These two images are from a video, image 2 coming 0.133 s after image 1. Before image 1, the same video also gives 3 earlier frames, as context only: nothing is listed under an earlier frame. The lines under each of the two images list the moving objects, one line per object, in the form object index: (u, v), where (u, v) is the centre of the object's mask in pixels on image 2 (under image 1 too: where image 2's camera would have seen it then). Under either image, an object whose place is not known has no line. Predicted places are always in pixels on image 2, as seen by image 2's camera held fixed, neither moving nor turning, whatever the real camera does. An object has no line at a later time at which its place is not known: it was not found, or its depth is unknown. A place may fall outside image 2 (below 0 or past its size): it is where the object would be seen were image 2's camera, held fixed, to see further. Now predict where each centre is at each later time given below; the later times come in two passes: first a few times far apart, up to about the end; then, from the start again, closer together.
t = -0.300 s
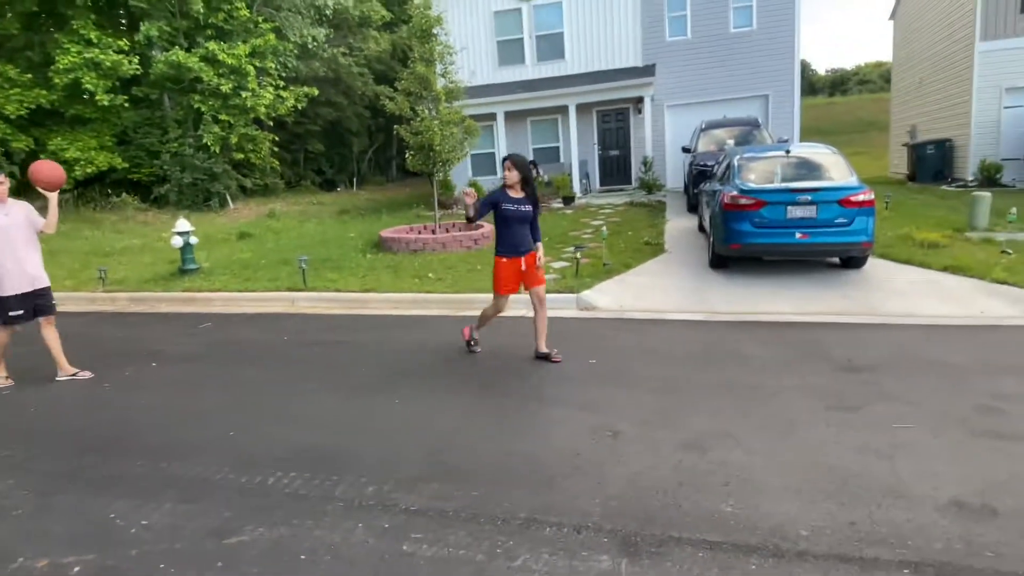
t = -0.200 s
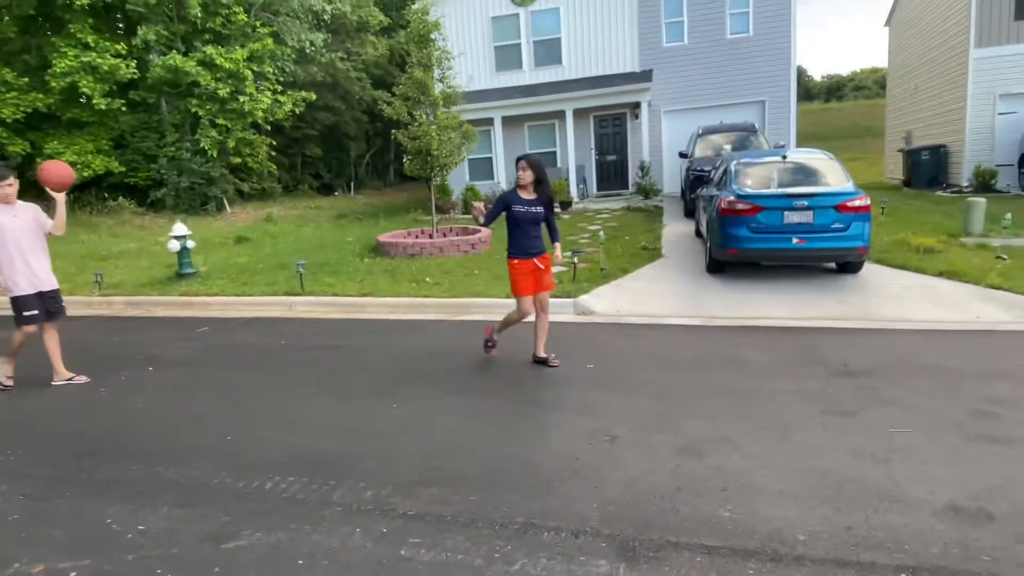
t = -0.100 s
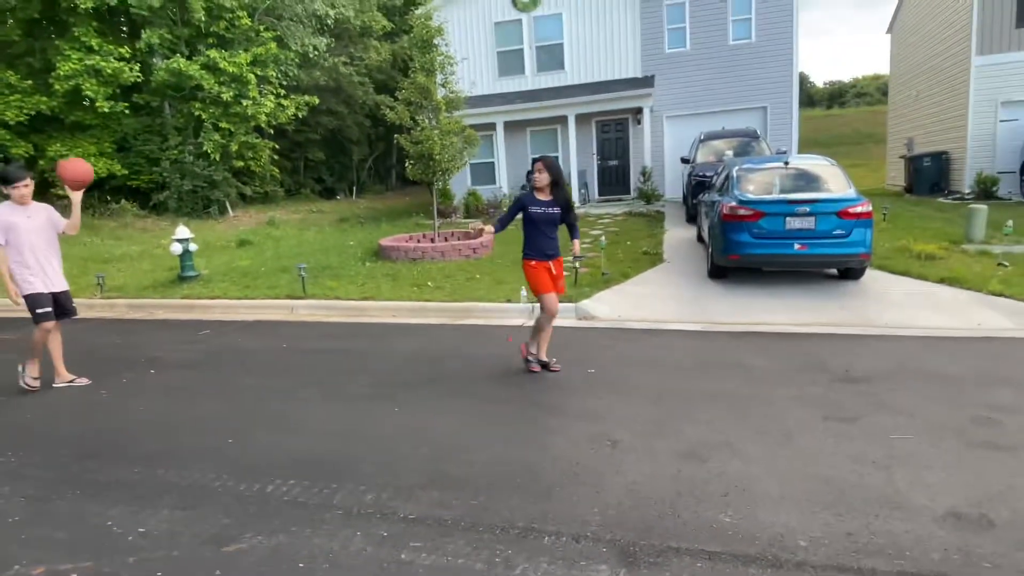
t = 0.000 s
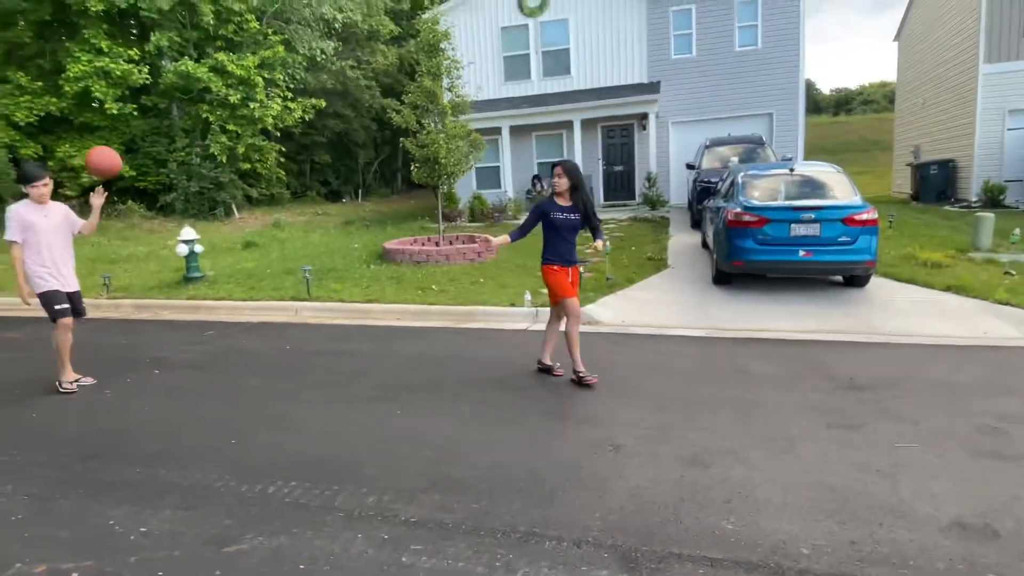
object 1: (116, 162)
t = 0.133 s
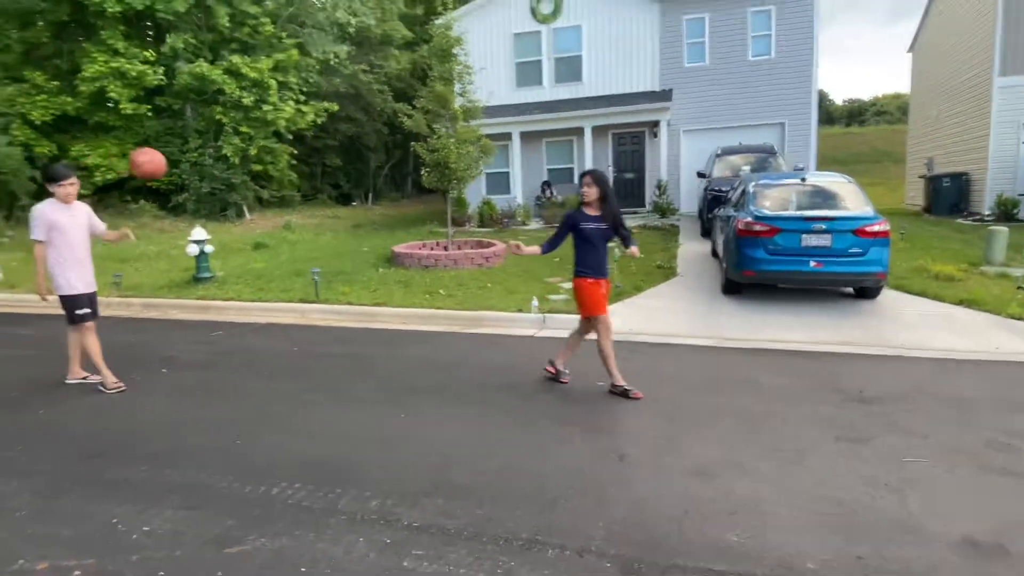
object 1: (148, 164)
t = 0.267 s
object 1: (184, 191)
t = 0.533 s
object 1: (267, 325)
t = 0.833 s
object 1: (328, 278)
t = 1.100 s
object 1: (383, 235)
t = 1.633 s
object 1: (508, 351)
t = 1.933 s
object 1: (565, 283)
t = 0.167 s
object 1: (157, 169)
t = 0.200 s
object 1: (166, 175)
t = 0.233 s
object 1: (175, 183)
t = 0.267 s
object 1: (184, 191)
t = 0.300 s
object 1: (194, 202)
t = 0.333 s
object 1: (204, 215)
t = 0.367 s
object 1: (214, 229)
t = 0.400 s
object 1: (225, 246)
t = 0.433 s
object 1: (235, 263)
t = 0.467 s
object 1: (246, 281)
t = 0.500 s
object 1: (257, 301)
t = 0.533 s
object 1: (267, 325)
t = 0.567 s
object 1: (279, 348)
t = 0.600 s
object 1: (290, 374)
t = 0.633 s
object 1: (297, 376)
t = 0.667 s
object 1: (302, 355)
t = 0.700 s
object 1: (307, 339)
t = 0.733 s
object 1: (312, 321)
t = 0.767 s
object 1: (317, 305)
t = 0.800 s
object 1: (322, 291)
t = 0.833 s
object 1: (328, 278)
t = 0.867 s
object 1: (333, 267)
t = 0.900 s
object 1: (340, 258)
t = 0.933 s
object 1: (347, 250)
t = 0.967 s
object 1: (354, 243)
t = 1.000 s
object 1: (360, 239)
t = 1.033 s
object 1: (368, 236)
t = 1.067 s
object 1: (375, 235)
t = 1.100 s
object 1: (383, 235)
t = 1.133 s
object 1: (391, 237)
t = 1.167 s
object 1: (399, 241)
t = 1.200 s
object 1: (407, 246)
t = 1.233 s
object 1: (415, 252)
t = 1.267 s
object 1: (423, 261)
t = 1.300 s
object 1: (432, 270)
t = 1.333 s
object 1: (440, 281)
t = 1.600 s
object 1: (501, 366)
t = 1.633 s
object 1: (508, 351)
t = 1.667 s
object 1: (515, 337)
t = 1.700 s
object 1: (521, 325)
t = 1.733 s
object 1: (527, 315)
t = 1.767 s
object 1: (534, 305)
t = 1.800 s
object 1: (540, 297)
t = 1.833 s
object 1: (546, 291)
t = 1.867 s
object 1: (552, 287)
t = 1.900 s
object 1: (559, 284)
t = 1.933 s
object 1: (565, 283)
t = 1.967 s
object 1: (571, 284)
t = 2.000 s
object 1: (578, 285)
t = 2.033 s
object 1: (585, 289)
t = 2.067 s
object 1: (592, 294)
